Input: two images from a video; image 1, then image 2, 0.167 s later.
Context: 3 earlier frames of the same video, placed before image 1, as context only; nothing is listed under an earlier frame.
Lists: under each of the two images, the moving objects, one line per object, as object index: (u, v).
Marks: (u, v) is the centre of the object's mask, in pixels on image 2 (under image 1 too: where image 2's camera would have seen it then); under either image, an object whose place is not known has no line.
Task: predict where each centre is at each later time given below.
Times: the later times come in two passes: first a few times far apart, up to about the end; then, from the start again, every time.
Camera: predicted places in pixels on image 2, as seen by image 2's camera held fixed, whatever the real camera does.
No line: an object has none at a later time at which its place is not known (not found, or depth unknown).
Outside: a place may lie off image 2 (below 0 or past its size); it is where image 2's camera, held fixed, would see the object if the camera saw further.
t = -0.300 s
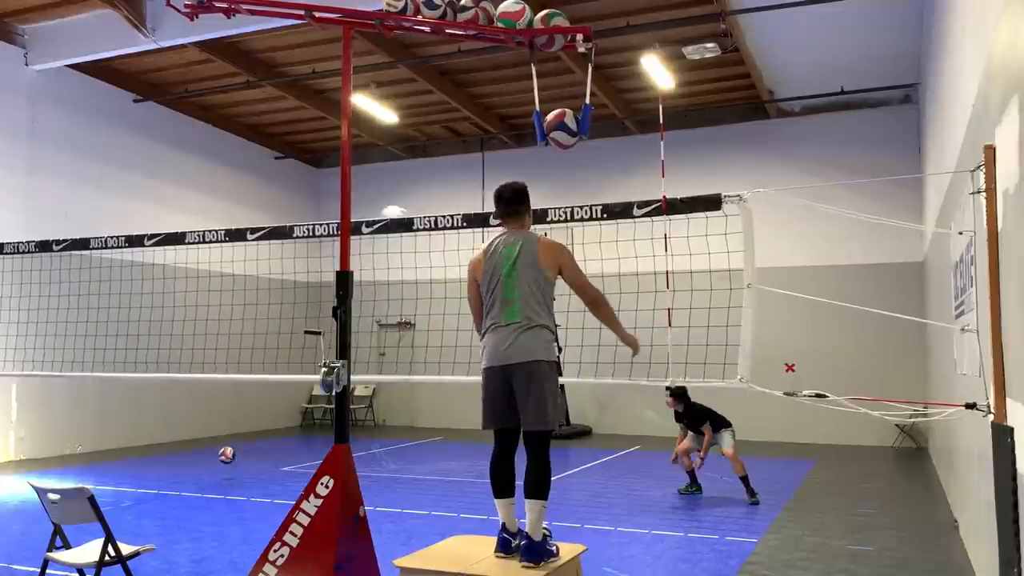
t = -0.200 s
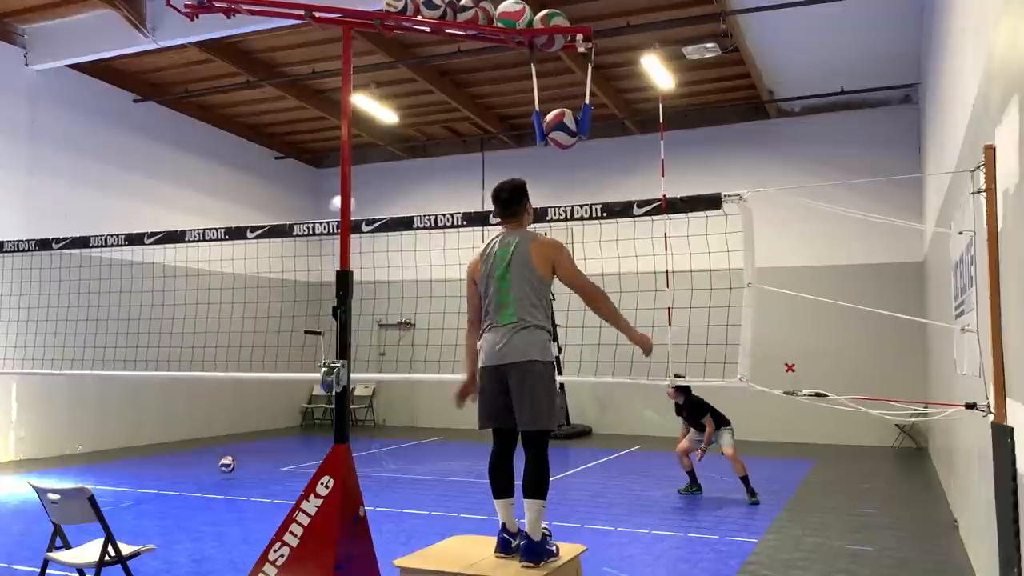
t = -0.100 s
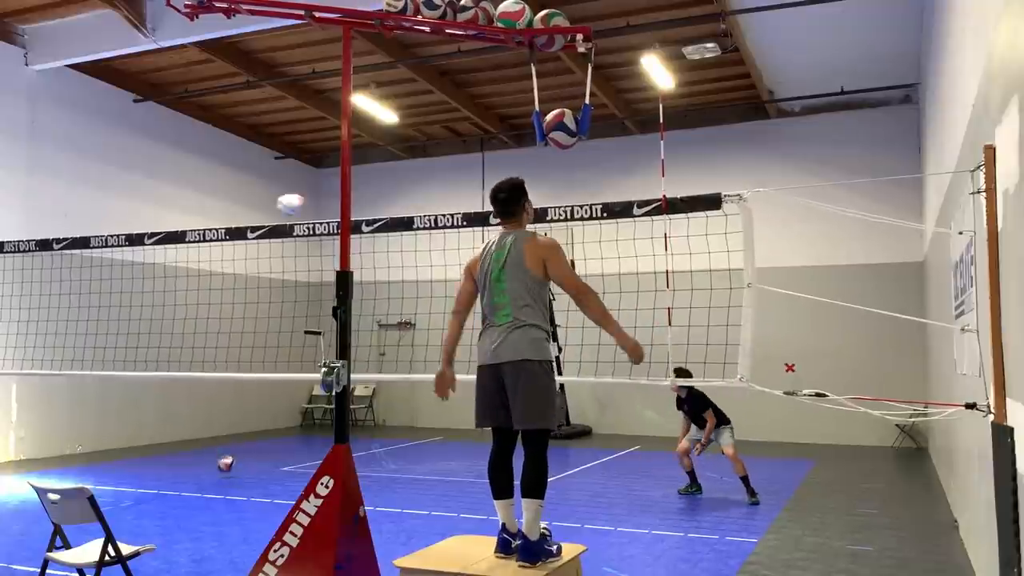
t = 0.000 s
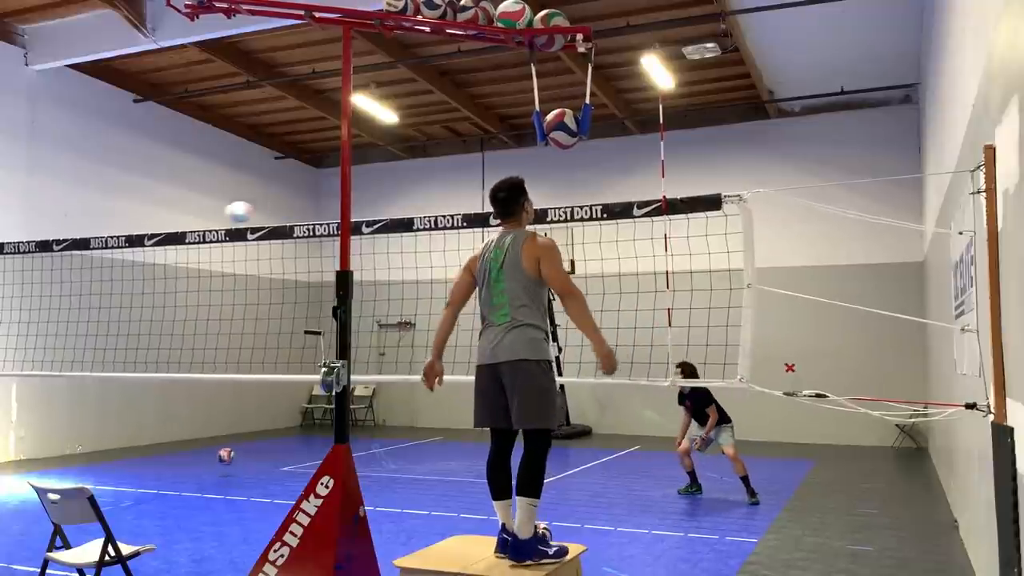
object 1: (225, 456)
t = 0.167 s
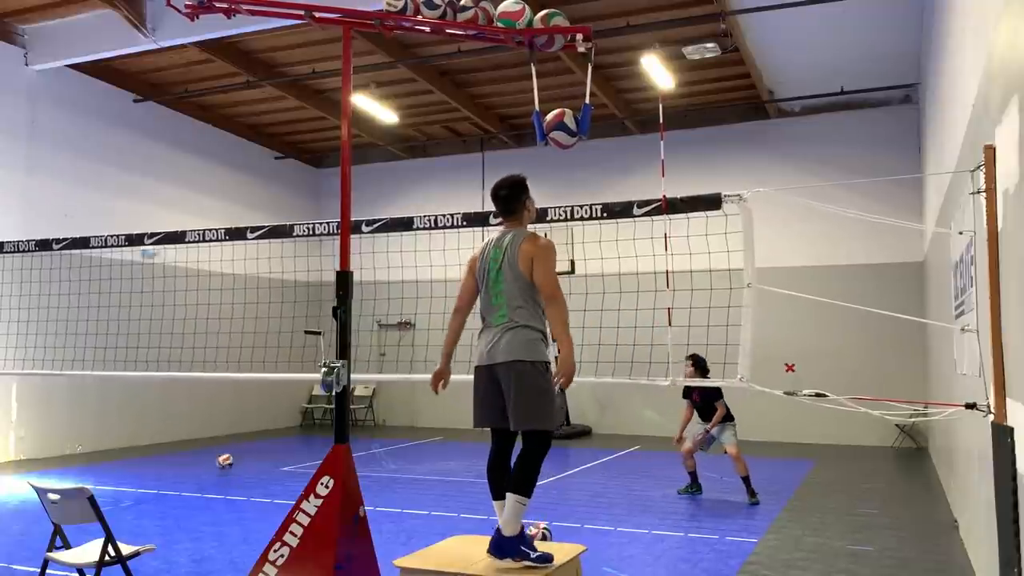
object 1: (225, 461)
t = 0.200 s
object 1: (224, 465)
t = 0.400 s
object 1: (223, 457)
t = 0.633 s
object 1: (220, 457)
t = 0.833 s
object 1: (219, 459)
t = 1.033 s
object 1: (217, 457)
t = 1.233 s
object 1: (215, 457)
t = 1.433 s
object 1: (215, 457)
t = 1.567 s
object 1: (213, 455)
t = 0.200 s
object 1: (224, 465)
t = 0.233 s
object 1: (224, 464)
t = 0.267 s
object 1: (224, 461)
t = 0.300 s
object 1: (223, 458)
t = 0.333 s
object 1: (223, 457)
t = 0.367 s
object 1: (222, 456)
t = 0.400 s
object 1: (223, 457)
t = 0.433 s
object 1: (222, 458)
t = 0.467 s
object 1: (222, 459)
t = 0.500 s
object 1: (221, 462)
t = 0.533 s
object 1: (221, 464)
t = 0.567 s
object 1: (221, 461)
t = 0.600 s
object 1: (221, 458)
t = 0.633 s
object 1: (220, 457)
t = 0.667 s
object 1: (220, 456)
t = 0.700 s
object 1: (220, 456)
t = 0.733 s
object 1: (220, 459)
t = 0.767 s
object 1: (220, 460)
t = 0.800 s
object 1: (219, 461)
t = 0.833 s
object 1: (219, 459)
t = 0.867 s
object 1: (218, 457)
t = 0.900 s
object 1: (218, 457)
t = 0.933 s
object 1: (217, 457)
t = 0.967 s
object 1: (217, 459)
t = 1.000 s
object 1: (217, 459)
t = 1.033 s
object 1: (217, 457)
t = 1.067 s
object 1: (217, 456)
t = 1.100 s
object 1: (217, 457)
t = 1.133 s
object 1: (216, 457)
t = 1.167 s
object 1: (216, 458)
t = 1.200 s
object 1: (216, 458)
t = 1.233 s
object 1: (215, 457)
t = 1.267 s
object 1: (215, 456)
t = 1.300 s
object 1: (215, 457)
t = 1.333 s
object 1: (215, 457)
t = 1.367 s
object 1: (215, 455)
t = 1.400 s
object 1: (215, 457)
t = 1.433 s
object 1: (215, 457)
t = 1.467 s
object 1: (214, 455)
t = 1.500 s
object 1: (213, 456)
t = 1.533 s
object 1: (213, 456)
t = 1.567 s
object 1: (213, 455)
